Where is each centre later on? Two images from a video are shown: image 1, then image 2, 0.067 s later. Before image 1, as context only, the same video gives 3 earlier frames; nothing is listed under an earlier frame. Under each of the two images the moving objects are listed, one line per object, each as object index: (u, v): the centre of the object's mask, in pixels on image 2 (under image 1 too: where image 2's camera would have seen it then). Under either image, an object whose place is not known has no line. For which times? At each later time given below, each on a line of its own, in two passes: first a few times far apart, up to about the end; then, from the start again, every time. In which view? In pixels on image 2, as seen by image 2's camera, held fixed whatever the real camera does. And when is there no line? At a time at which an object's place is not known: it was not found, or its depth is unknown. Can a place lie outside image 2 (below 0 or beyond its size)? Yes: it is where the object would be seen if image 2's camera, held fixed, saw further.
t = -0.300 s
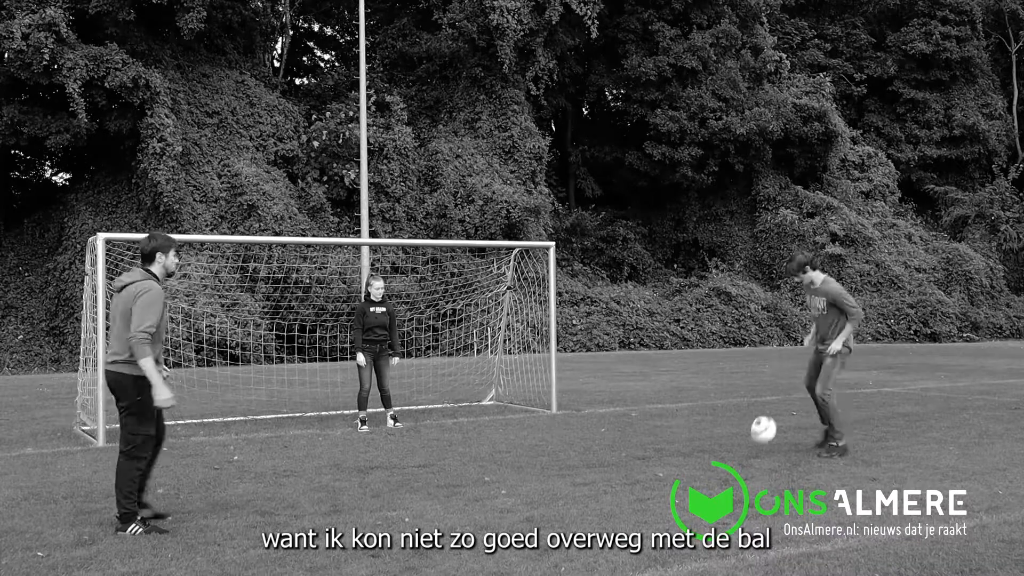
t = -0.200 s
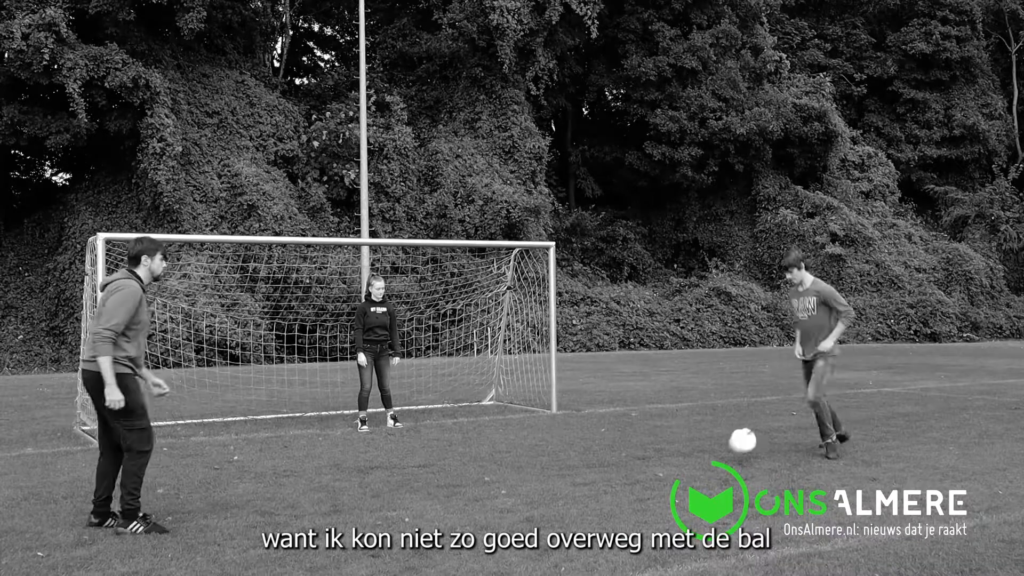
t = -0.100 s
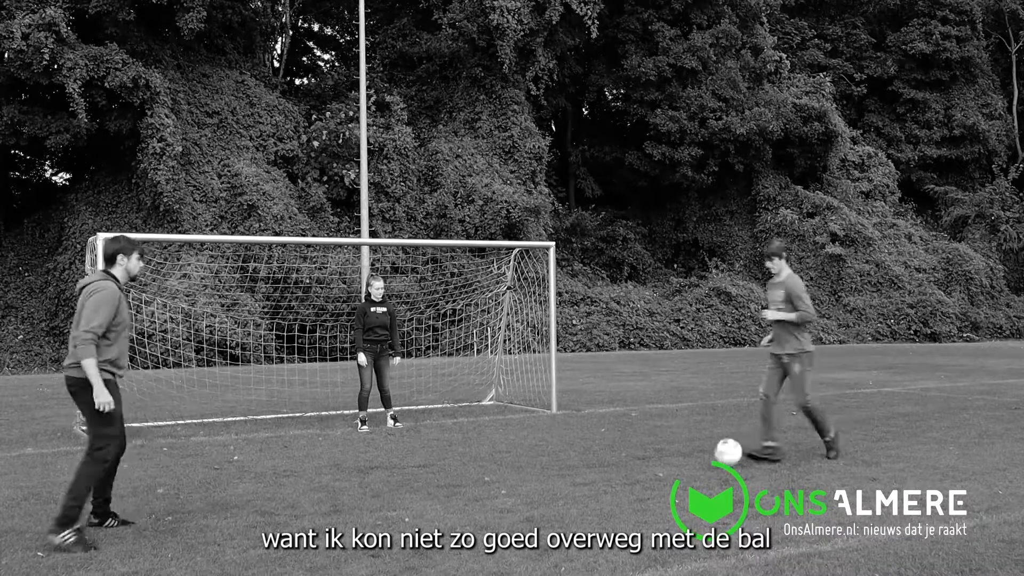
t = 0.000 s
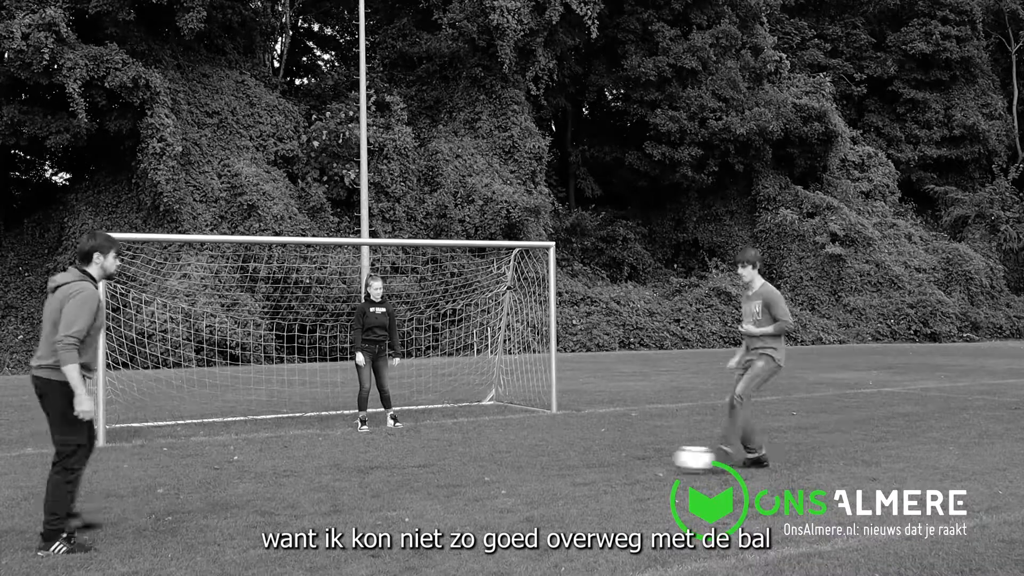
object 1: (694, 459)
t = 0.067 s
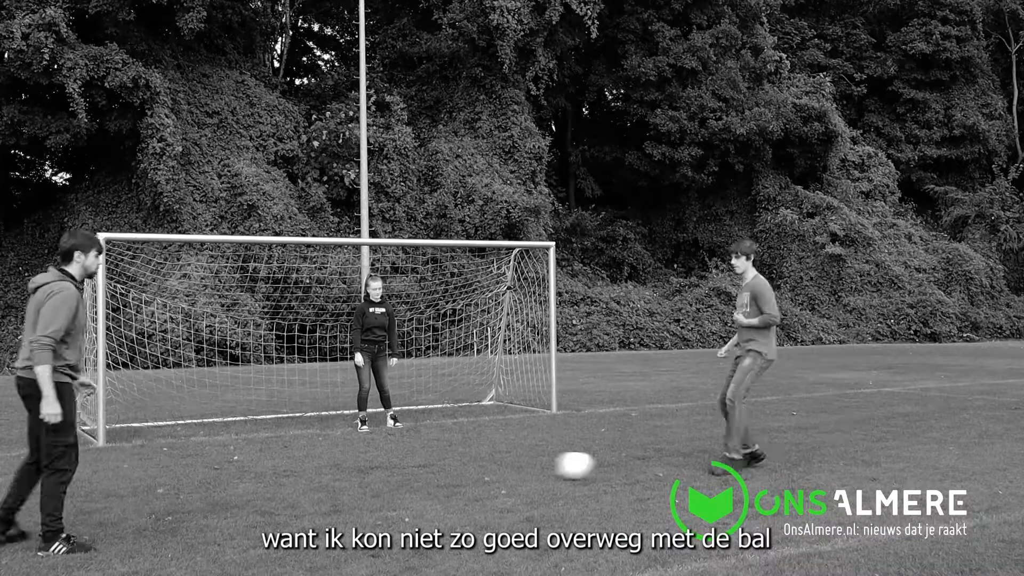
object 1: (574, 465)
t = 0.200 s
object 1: (406, 477)
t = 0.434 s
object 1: (182, 492)
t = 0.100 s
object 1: (521, 469)
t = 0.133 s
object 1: (478, 471)
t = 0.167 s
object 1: (440, 474)
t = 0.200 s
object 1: (406, 477)
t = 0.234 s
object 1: (371, 479)
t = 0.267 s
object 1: (339, 480)
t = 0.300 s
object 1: (307, 483)
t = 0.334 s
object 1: (274, 485)
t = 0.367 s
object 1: (243, 488)
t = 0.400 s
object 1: (212, 490)
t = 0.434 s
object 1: (182, 492)
